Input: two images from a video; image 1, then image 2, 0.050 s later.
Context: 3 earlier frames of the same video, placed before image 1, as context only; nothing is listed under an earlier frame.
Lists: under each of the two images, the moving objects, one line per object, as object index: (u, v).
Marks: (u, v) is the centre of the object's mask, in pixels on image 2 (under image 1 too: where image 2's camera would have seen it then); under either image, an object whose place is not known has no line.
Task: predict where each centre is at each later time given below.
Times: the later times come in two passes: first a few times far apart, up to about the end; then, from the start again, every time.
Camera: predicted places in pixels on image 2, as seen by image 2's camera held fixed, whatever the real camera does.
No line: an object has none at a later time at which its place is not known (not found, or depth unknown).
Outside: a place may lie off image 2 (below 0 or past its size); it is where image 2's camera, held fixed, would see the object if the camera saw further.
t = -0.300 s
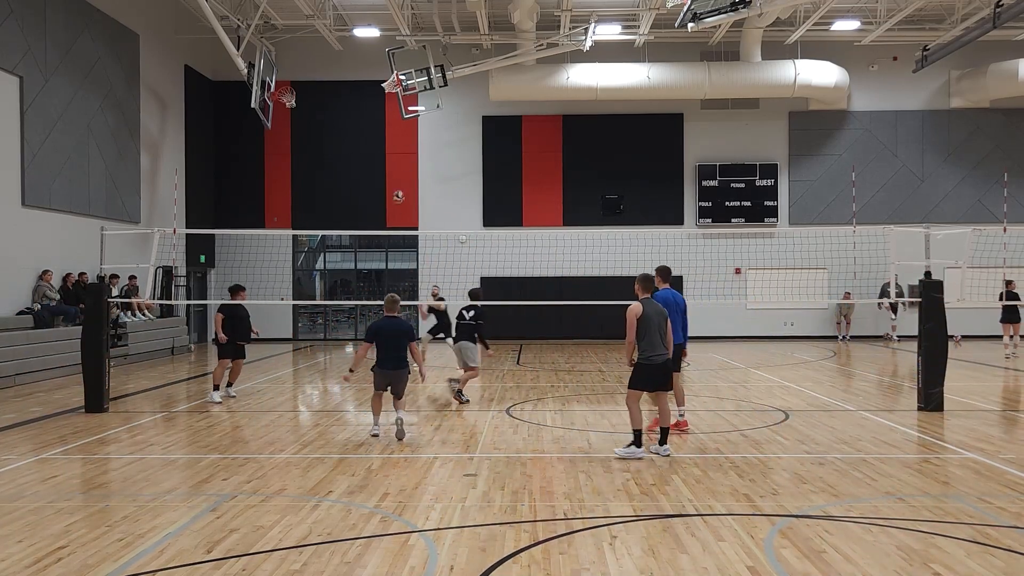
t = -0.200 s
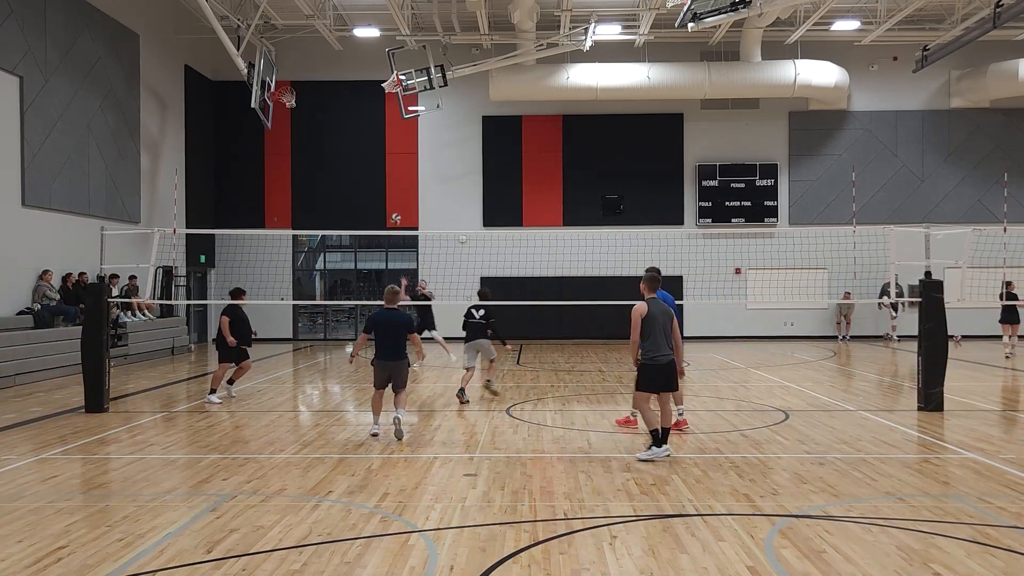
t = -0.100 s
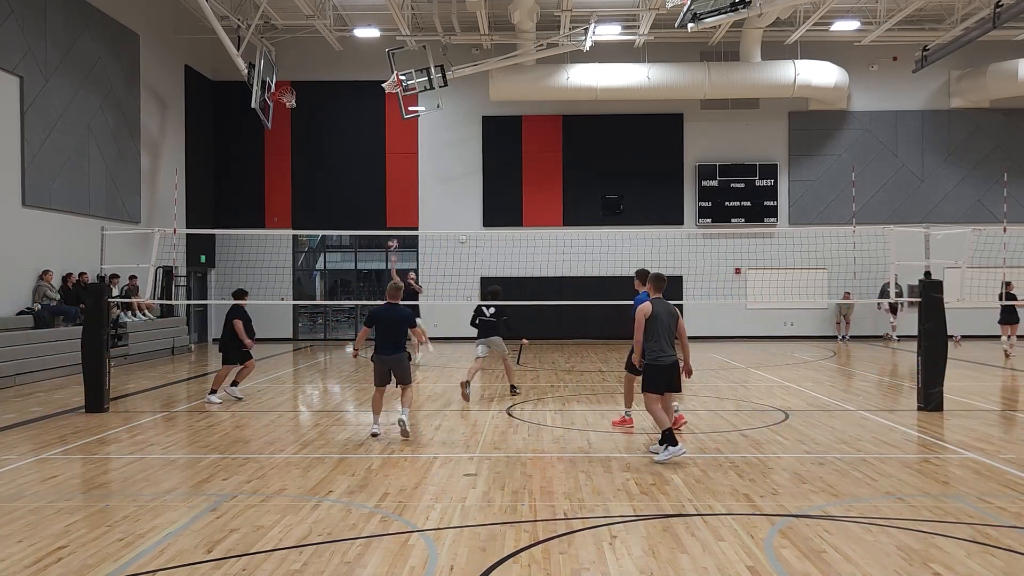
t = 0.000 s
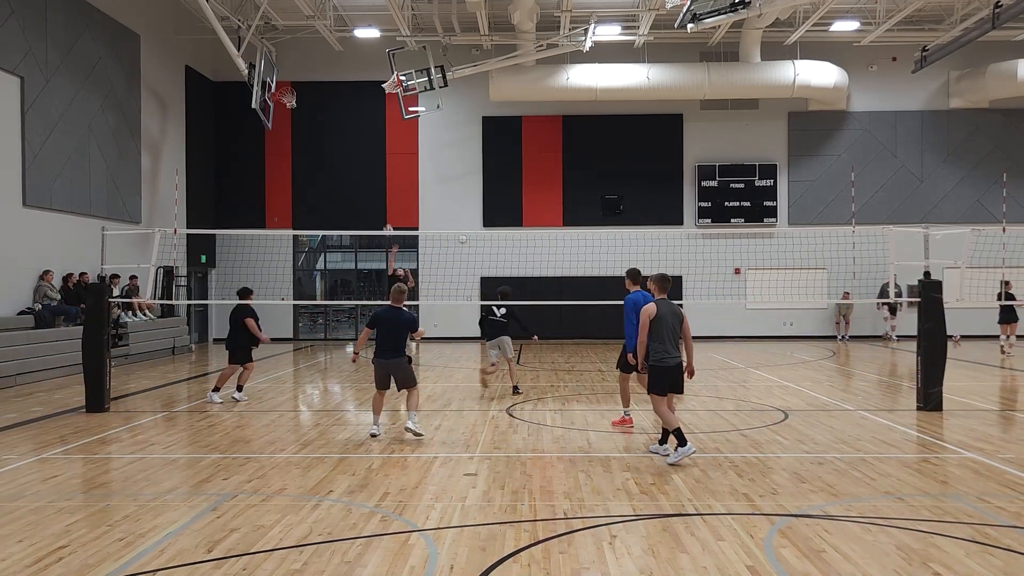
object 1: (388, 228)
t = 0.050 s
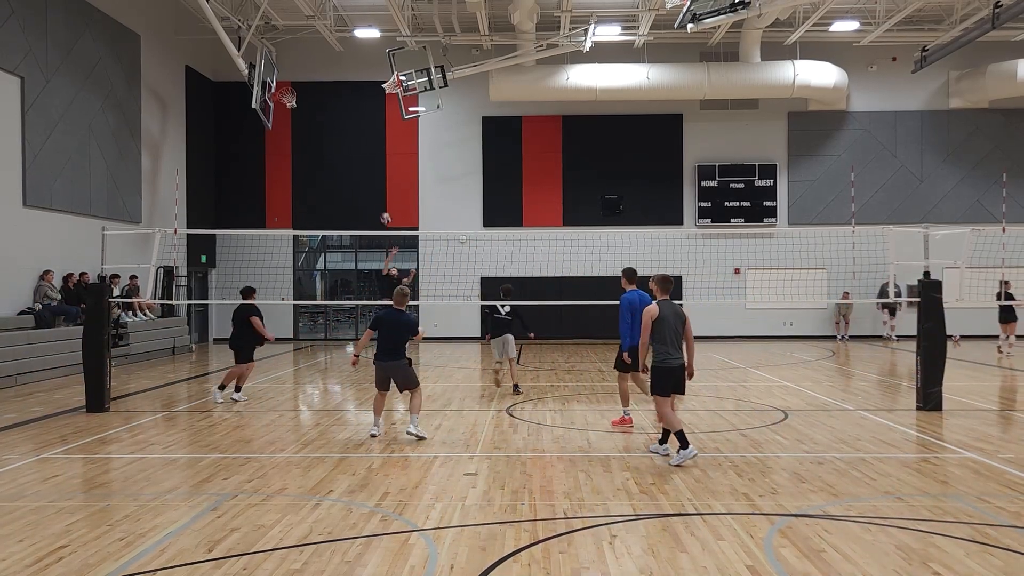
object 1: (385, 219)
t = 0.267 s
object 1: (374, 180)
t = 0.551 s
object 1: (359, 163)
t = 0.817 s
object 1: (346, 184)
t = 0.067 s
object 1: (384, 215)
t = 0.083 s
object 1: (384, 211)
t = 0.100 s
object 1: (383, 208)
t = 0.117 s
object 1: (382, 204)
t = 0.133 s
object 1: (381, 201)
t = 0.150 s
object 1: (380, 198)
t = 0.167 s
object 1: (380, 195)
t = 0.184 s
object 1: (379, 192)
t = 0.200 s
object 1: (378, 189)
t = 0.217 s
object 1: (377, 187)
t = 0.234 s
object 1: (376, 184)
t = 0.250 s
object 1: (375, 182)
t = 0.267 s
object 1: (374, 180)
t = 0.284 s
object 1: (373, 178)
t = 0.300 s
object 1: (373, 176)
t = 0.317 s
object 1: (372, 174)
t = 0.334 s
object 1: (371, 173)
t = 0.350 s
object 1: (370, 171)
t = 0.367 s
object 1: (369, 169)
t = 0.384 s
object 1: (368, 168)
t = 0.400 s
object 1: (367, 167)
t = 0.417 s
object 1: (367, 166)
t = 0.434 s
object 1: (366, 165)
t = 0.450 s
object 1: (365, 164)
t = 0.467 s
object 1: (364, 164)
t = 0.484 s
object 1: (363, 163)
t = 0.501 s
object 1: (362, 163)
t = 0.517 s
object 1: (361, 163)
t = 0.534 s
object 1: (360, 163)
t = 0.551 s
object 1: (359, 163)
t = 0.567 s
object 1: (359, 163)
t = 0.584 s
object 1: (358, 164)
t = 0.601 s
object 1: (357, 164)
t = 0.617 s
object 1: (356, 165)
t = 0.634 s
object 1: (355, 165)
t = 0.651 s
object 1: (354, 166)
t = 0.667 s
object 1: (354, 167)
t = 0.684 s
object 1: (353, 169)
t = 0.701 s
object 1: (352, 170)
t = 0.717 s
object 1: (351, 172)
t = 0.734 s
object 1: (350, 173)
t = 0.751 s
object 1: (349, 175)
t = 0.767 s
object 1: (348, 177)
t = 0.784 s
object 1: (347, 179)
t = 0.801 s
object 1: (347, 182)
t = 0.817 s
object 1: (346, 184)
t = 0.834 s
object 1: (345, 187)
